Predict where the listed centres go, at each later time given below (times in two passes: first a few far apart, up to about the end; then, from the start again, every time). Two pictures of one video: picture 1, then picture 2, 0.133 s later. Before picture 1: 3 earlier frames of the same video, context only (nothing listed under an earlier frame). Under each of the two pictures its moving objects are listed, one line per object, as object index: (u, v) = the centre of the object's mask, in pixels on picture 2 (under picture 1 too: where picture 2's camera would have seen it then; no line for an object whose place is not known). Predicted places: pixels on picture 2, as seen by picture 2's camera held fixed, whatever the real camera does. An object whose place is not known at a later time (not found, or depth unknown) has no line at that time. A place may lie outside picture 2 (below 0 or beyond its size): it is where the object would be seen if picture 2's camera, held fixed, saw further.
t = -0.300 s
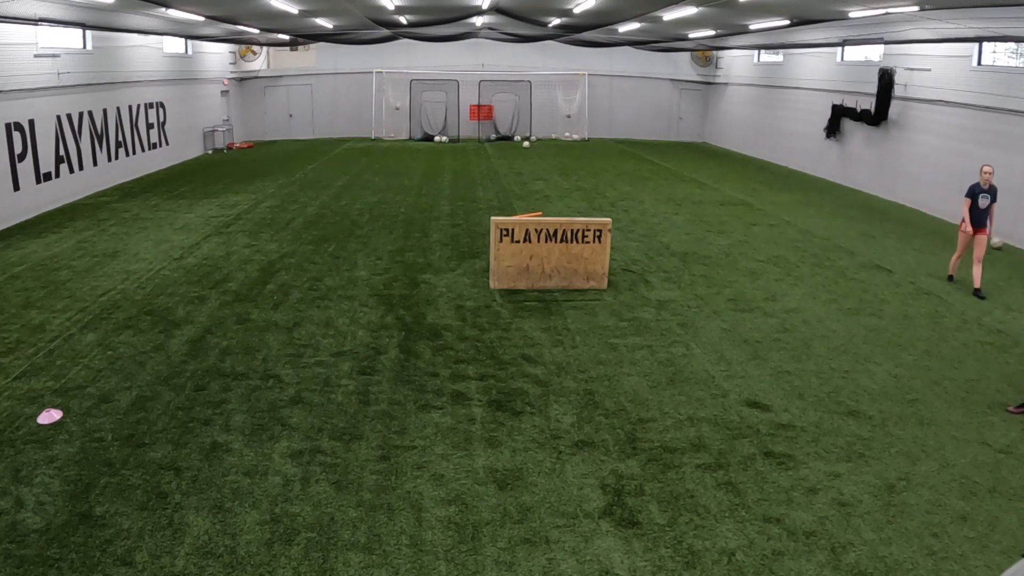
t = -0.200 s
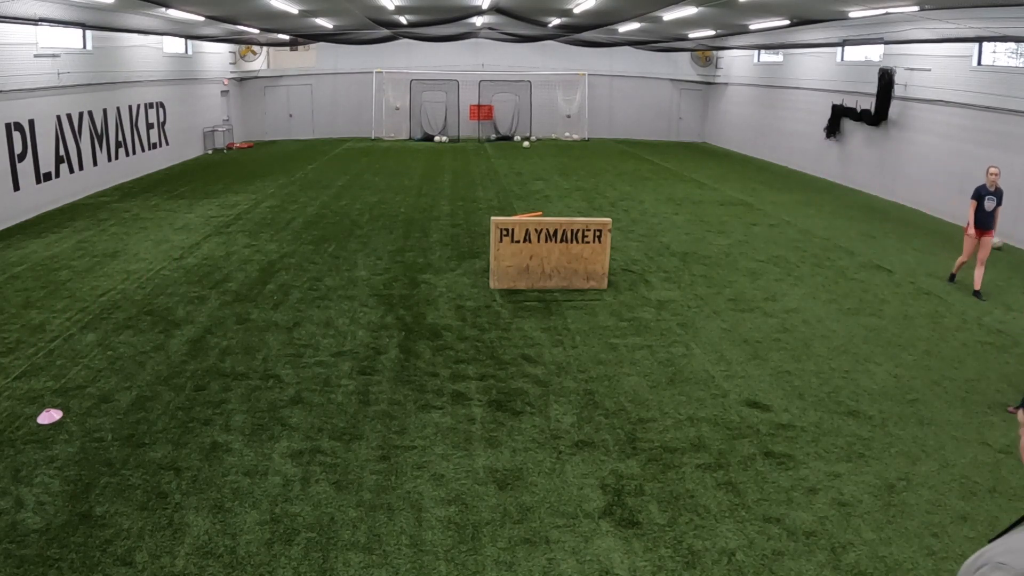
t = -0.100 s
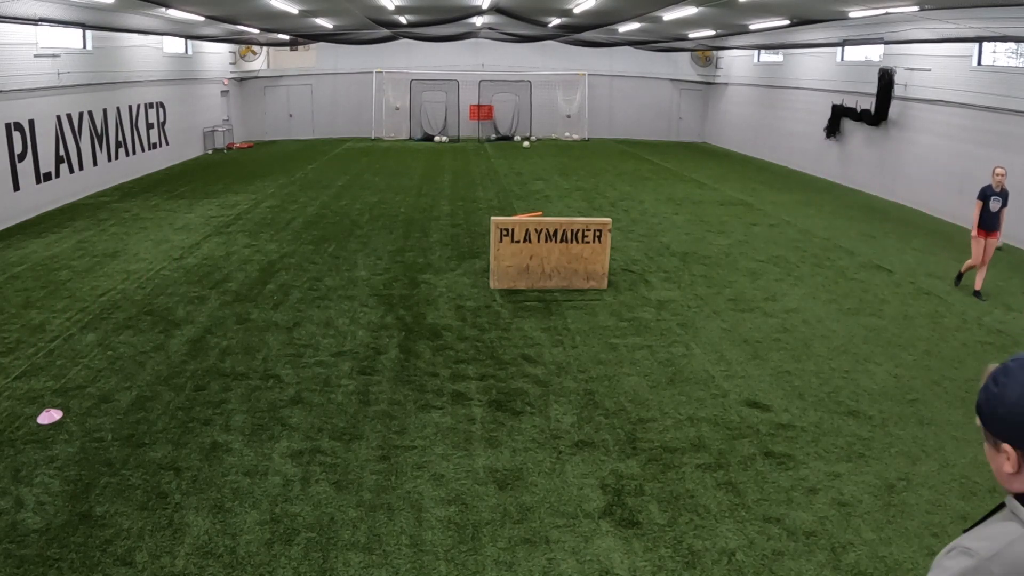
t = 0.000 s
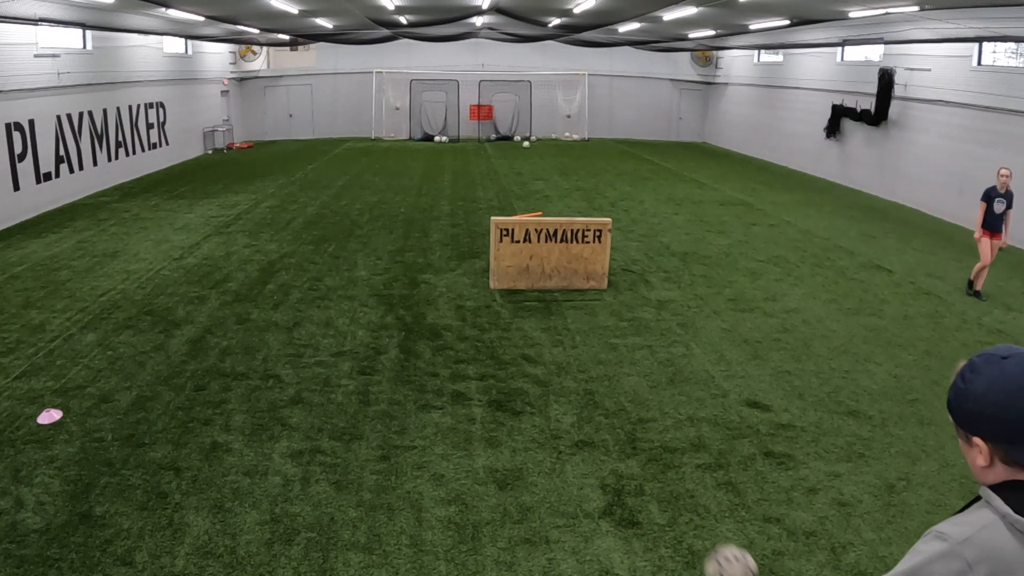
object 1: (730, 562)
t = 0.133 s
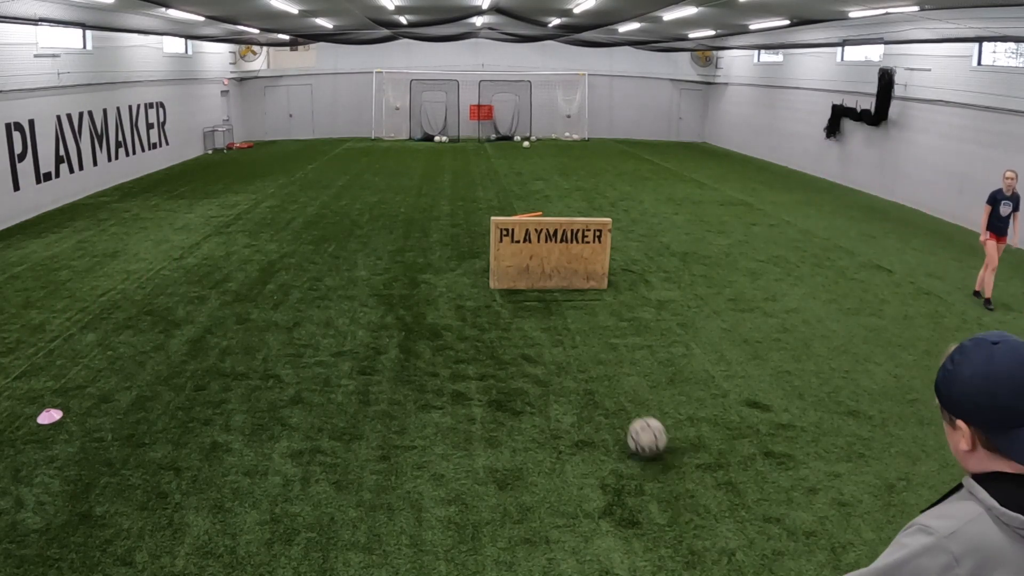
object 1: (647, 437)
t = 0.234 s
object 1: (609, 380)
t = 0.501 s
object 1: (560, 296)
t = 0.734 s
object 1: (556, 281)
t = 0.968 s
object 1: (566, 329)
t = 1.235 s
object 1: (572, 361)
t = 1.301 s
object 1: (573, 375)
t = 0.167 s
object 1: (633, 414)
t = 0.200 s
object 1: (620, 396)
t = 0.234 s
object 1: (609, 380)
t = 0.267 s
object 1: (601, 364)
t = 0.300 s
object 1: (593, 350)
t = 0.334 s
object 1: (586, 338)
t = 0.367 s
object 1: (579, 329)
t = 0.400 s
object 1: (573, 321)
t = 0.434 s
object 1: (568, 312)
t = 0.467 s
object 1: (564, 303)
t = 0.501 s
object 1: (560, 296)
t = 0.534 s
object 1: (557, 289)
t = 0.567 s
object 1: (553, 285)
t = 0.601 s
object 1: (550, 282)
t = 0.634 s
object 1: (551, 280)
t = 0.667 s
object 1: (553, 279)
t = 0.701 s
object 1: (554, 280)
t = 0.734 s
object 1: (556, 281)
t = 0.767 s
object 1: (557, 284)
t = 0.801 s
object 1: (558, 288)
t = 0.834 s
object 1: (560, 293)
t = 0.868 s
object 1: (561, 300)
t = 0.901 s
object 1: (563, 308)
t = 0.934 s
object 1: (564, 317)
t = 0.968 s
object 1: (566, 329)
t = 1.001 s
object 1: (567, 342)
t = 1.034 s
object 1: (568, 345)
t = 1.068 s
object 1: (569, 344)
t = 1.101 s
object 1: (570, 345)
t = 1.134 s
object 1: (570, 347)
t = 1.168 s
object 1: (571, 350)
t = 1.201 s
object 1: (571, 354)
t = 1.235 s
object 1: (572, 361)
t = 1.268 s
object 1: (573, 369)
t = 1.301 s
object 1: (573, 375)
